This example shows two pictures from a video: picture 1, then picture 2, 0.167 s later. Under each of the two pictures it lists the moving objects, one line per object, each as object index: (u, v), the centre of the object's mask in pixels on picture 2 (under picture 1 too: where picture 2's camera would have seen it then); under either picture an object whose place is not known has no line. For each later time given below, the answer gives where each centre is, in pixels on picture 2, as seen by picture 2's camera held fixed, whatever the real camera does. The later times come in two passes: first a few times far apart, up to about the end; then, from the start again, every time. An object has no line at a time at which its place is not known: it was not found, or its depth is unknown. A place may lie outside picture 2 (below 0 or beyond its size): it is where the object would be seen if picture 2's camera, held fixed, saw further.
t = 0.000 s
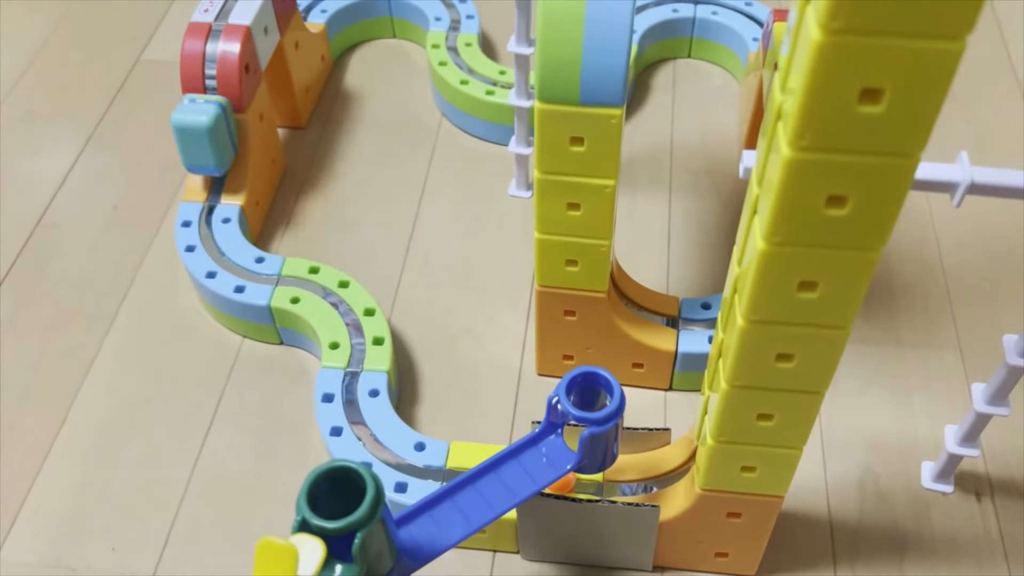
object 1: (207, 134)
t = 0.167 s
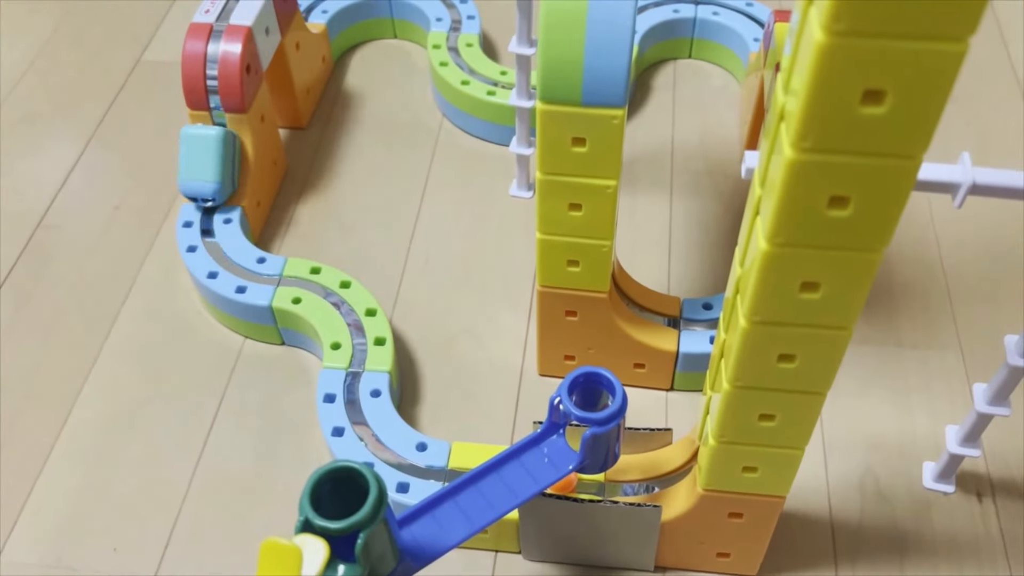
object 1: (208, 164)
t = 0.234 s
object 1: (207, 172)
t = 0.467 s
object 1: (198, 205)
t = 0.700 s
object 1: (217, 241)
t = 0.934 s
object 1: (270, 261)
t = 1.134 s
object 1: (318, 274)
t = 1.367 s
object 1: (350, 311)
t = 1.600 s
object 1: (347, 364)
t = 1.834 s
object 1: (360, 413)
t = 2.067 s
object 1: (412, 451)
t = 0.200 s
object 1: (208, 168)
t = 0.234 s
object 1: (207, 172)
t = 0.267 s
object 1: (206, 176)
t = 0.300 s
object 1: (204, 180)
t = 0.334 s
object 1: (203, 183)
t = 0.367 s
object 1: (201, 188)
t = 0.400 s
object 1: (200, 194)
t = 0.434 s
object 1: (199, 199)
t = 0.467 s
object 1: (198, 205)
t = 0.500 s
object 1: (199, 211)
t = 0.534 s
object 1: (200, 217)
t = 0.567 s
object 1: (202, 222)
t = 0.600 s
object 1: (206, 228)
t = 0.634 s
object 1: (209, 232)
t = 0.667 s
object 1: (213, 237)
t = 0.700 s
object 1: (217, 241)
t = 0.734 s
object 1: (224, 247)
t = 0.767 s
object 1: (231, 250)
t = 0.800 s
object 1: (237, 253)
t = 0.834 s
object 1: (245, 256)
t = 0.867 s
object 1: (253, 258)
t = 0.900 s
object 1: (261, 260)
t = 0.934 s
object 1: (270, 261)
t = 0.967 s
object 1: (280, 262)
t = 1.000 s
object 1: (290, 264)
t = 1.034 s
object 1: (298, 265)
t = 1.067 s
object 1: (305, 267)
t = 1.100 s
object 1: (312, 271)
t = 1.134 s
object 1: (318, 274)
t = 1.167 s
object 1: (325, 278)
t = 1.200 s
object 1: (331, 283)
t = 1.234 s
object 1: (336, 288)
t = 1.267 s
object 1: (340, 293)
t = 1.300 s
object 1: (345, 298)
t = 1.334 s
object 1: (348, 304)
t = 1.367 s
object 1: (350, 311)
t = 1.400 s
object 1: (352, 317)
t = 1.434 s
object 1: (353, 325)
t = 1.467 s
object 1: (352, 332)
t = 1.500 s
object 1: (352, 340)
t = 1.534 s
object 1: (351, 347)
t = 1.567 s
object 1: (349, 356)
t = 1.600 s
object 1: (347, 364)
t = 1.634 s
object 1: (346, 372)
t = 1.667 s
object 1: (346, 380)
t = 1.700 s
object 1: (347, 387)
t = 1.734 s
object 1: (350, 394)
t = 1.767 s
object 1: (353, 401)
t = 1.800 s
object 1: (357, 408)
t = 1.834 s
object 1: (360, 413)
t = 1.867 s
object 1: (367, 421)
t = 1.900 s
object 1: (374, 428)
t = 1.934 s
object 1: (380, 434)
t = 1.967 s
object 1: (388, 440)
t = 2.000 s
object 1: (397, 444)
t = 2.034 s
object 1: (404, 448)
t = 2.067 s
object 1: (412, 451)
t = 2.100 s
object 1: (420, 452)
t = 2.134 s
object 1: (429, 453)
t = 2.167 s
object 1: (438, 452)
